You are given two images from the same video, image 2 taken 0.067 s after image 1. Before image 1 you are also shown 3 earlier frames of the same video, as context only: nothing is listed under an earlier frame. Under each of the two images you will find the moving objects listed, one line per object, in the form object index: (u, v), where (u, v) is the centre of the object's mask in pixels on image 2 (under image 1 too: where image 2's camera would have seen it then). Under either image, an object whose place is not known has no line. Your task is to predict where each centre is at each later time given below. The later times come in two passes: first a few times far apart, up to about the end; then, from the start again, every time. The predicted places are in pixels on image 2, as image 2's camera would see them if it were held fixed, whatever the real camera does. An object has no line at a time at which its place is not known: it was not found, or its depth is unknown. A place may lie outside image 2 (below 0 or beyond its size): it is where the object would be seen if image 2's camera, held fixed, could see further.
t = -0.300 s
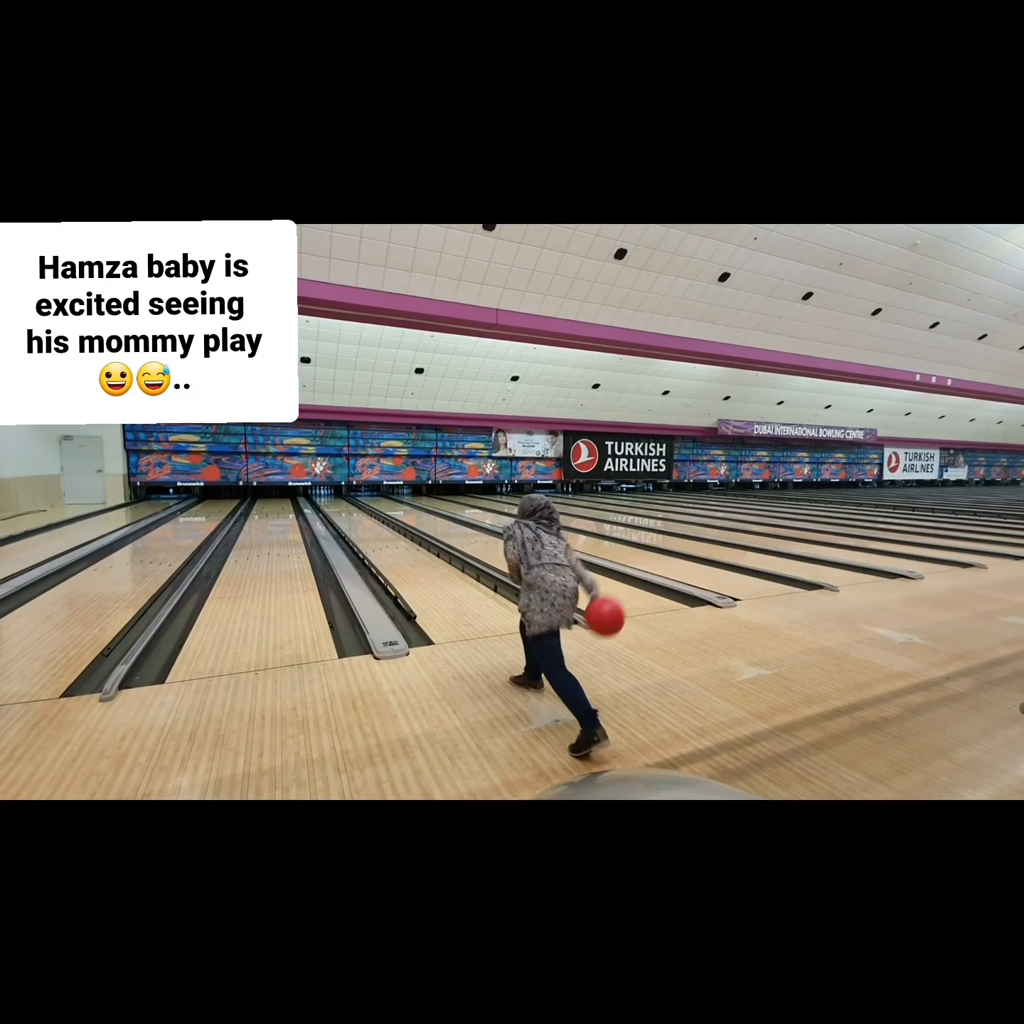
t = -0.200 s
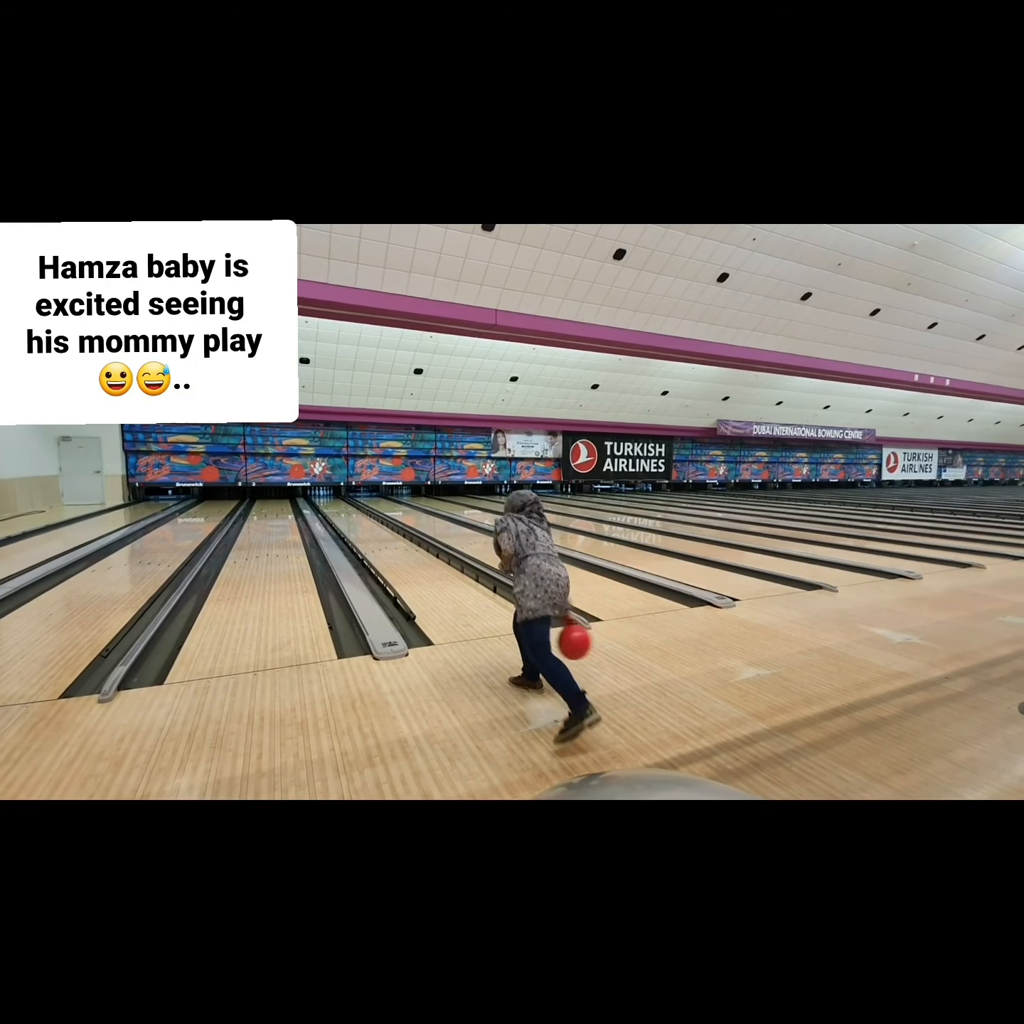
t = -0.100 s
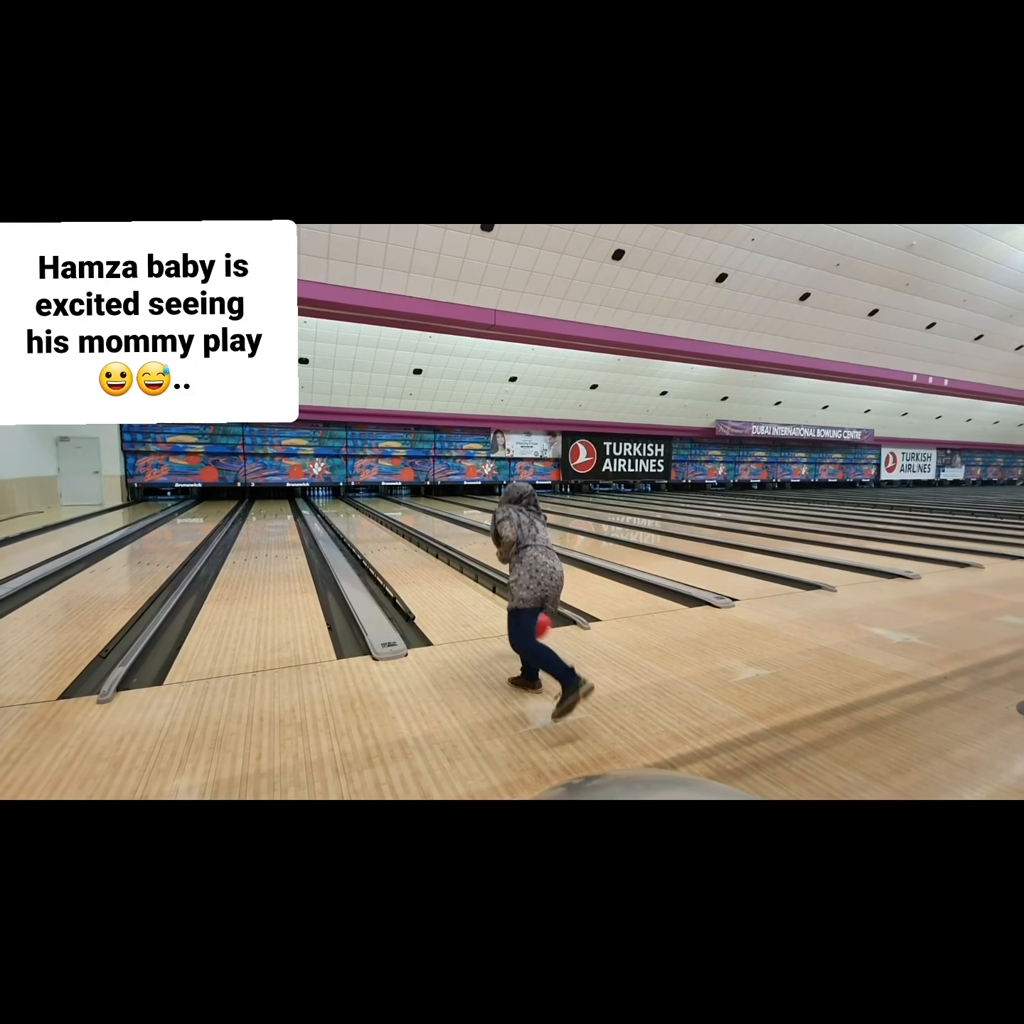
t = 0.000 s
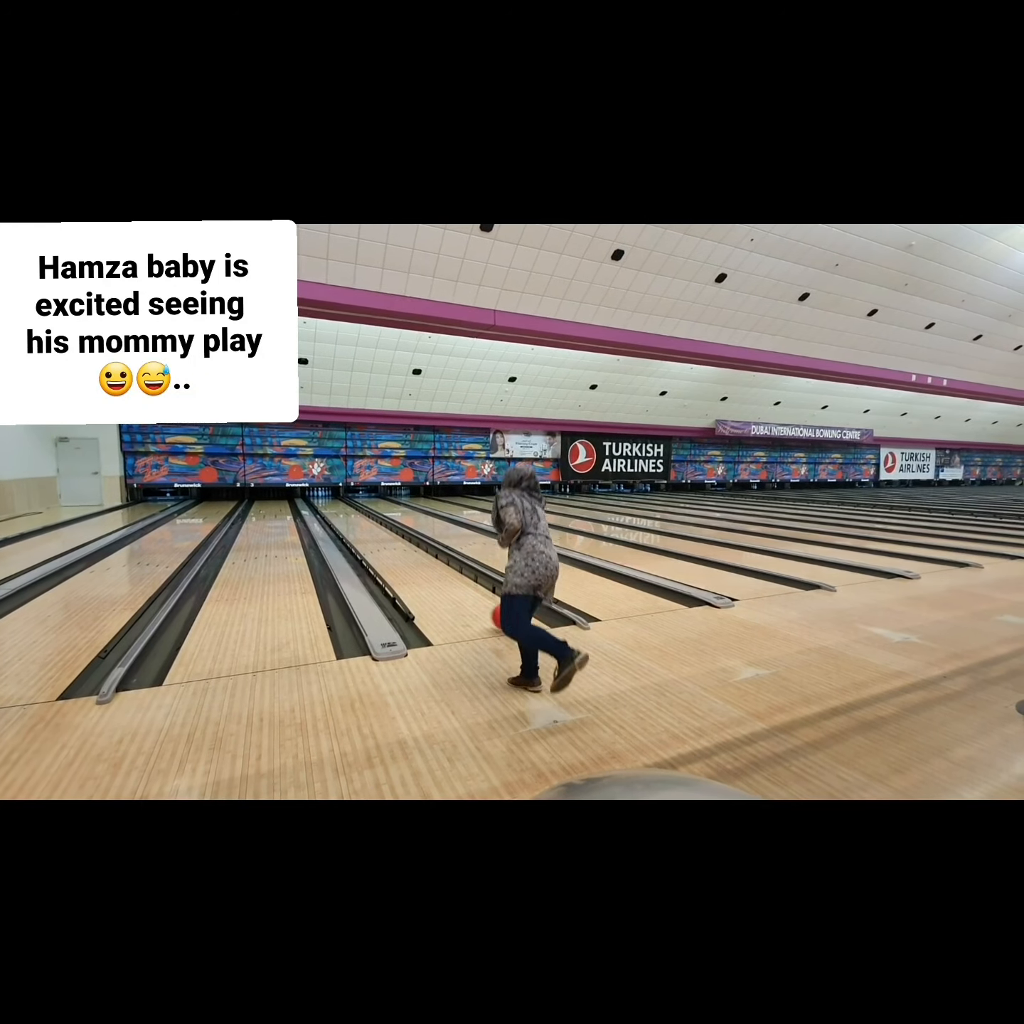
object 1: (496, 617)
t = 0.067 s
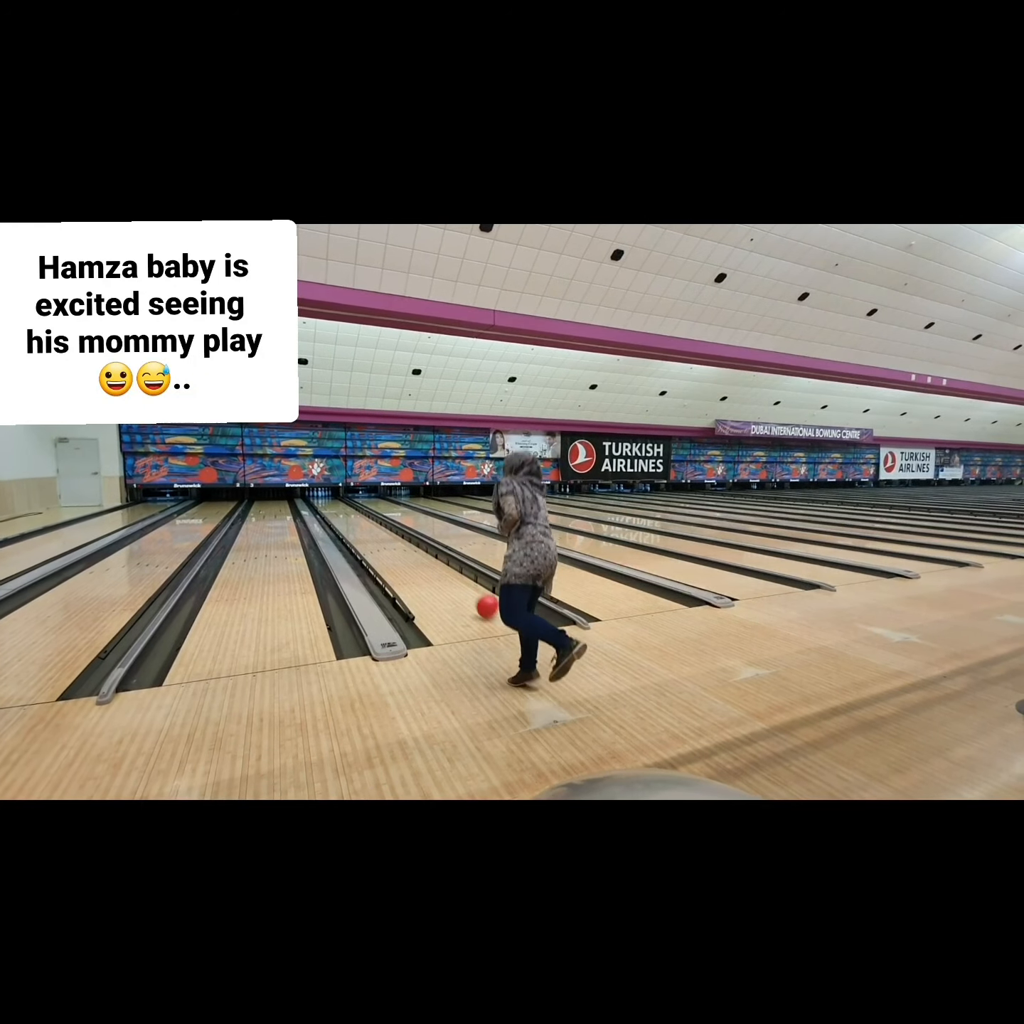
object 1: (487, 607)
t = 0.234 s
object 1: (456, 583)
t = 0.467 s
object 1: (427, 561)
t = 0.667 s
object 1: (410, 547)
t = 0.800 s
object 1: (401, 540)
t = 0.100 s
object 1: (480, 601)
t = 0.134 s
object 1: (473, 597)
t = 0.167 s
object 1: (467, 592)
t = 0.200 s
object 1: (461, 588)
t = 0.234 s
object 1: (456, 583)
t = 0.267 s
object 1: (451, 580)
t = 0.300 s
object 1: (446, 576)
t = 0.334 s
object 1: (442, 573)
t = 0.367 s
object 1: (438, 570)
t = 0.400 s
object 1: (434, 566)
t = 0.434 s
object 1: (431, 564)
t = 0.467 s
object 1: (427, 561)
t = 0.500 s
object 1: (424, 558)
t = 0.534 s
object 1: (421, 556)
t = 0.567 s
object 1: (418, 553)
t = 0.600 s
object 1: (415, 551)
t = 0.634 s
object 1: (413, 549)
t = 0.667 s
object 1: (410, 547)
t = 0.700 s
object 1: (408, 545)
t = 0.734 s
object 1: (405, 543)
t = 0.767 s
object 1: (403, 542)
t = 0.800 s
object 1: (401, 540)
